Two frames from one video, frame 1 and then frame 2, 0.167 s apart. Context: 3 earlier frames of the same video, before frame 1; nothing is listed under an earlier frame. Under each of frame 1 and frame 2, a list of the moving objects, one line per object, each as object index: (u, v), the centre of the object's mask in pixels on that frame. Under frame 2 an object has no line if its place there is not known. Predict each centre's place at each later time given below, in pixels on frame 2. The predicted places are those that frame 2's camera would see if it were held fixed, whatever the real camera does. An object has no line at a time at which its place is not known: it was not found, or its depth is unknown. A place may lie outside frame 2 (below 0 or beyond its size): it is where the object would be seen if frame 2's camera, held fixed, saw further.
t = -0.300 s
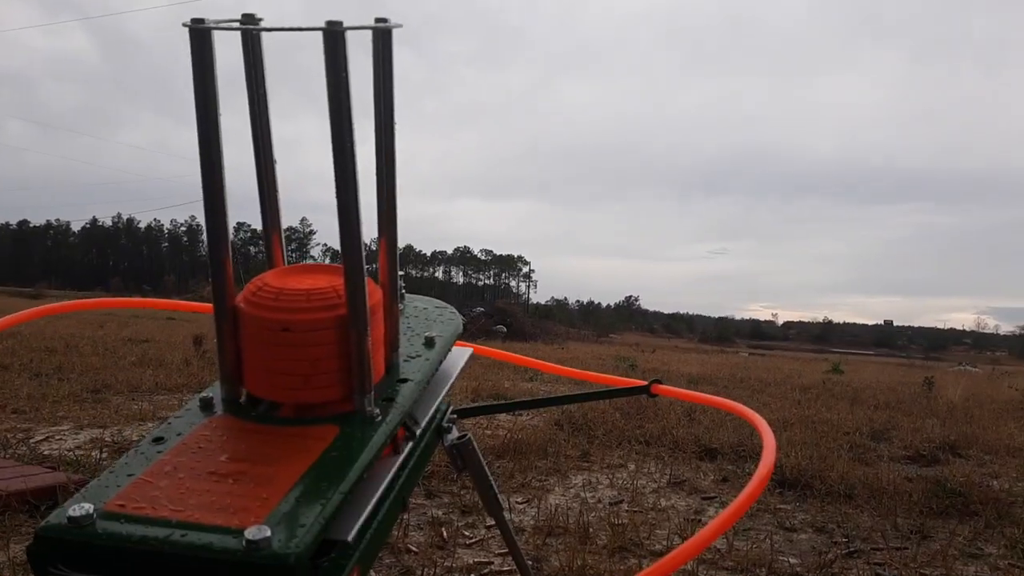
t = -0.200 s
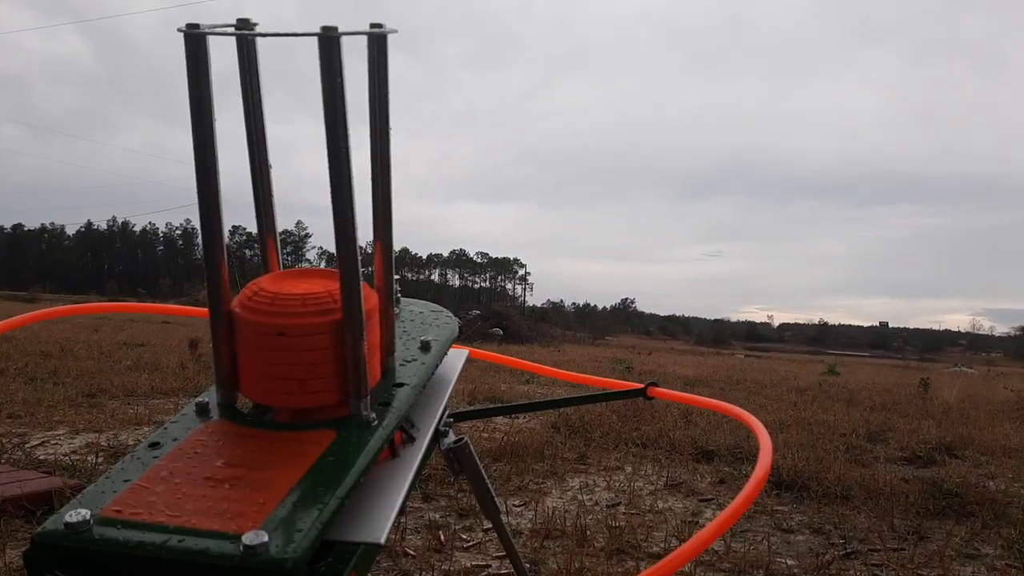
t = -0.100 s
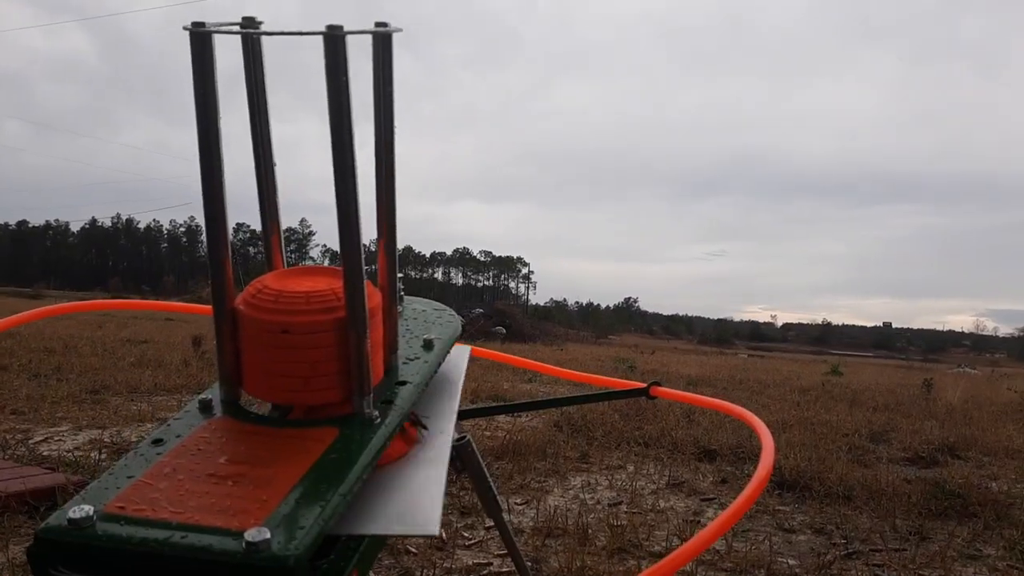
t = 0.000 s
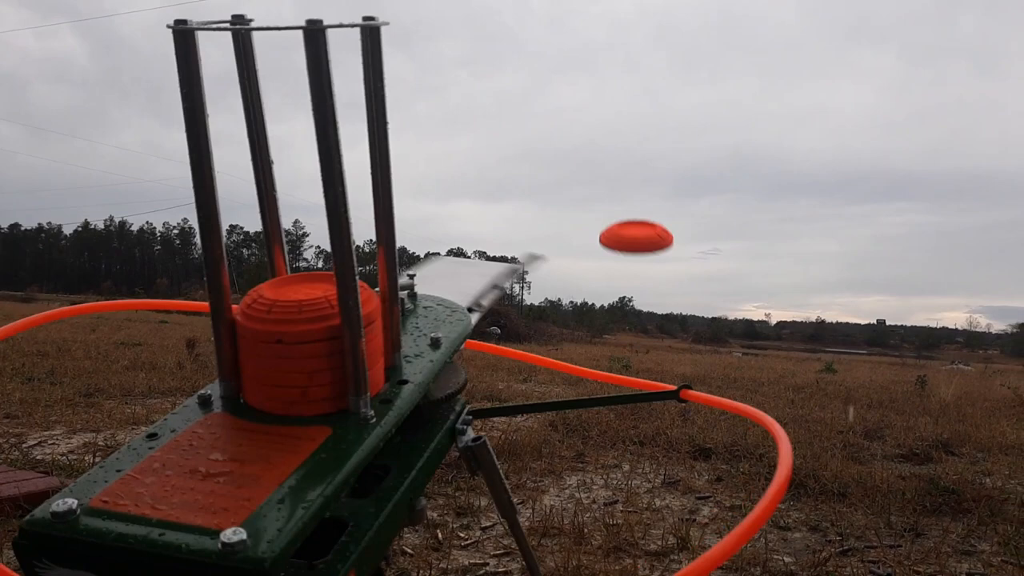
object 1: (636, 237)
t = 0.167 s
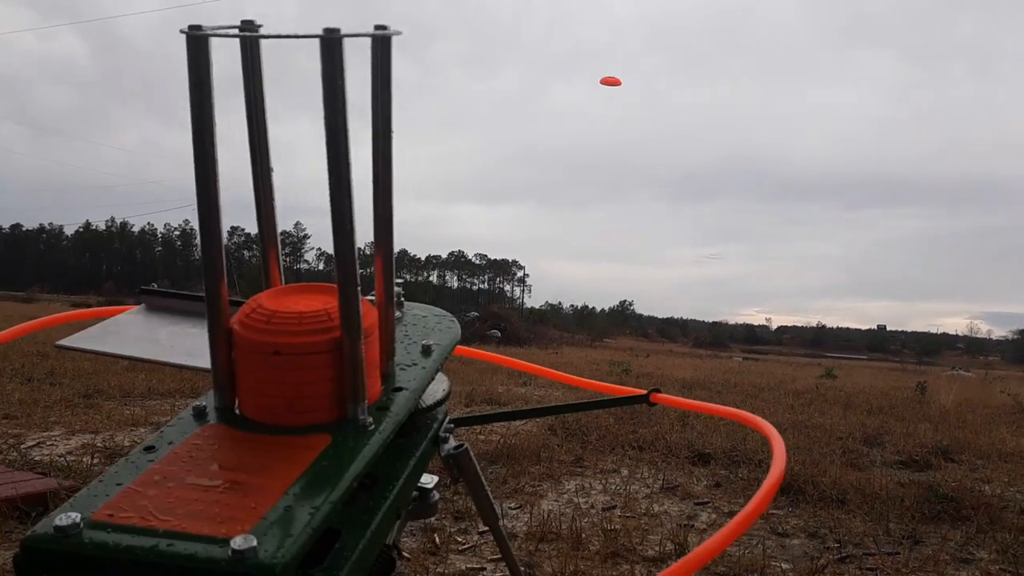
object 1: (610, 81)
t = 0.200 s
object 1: (609, 75)
